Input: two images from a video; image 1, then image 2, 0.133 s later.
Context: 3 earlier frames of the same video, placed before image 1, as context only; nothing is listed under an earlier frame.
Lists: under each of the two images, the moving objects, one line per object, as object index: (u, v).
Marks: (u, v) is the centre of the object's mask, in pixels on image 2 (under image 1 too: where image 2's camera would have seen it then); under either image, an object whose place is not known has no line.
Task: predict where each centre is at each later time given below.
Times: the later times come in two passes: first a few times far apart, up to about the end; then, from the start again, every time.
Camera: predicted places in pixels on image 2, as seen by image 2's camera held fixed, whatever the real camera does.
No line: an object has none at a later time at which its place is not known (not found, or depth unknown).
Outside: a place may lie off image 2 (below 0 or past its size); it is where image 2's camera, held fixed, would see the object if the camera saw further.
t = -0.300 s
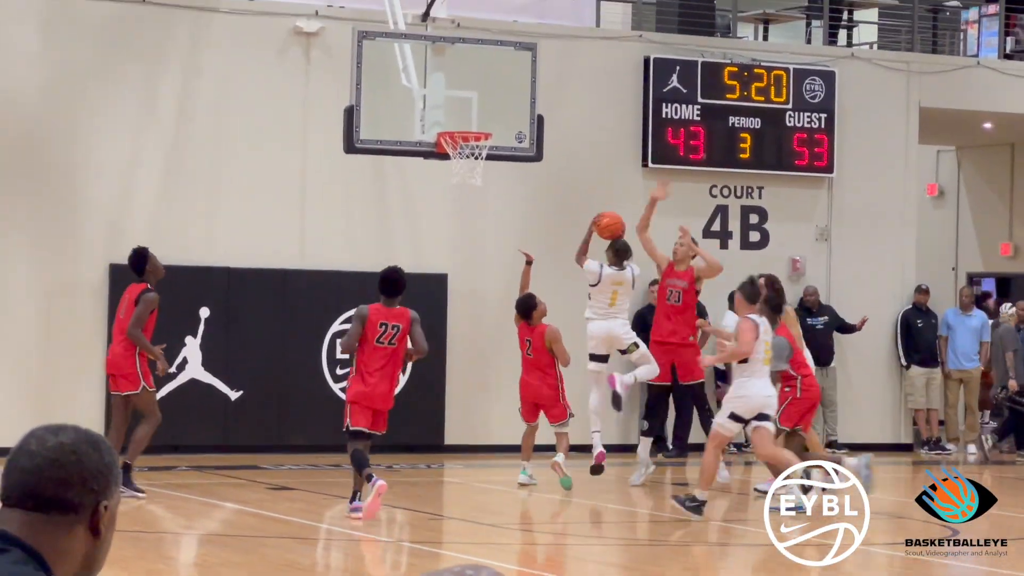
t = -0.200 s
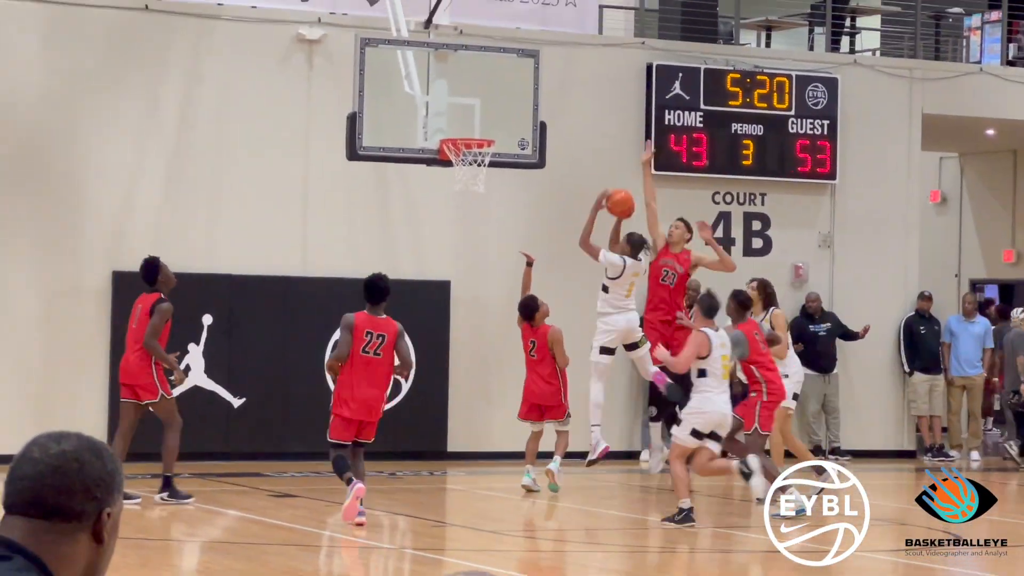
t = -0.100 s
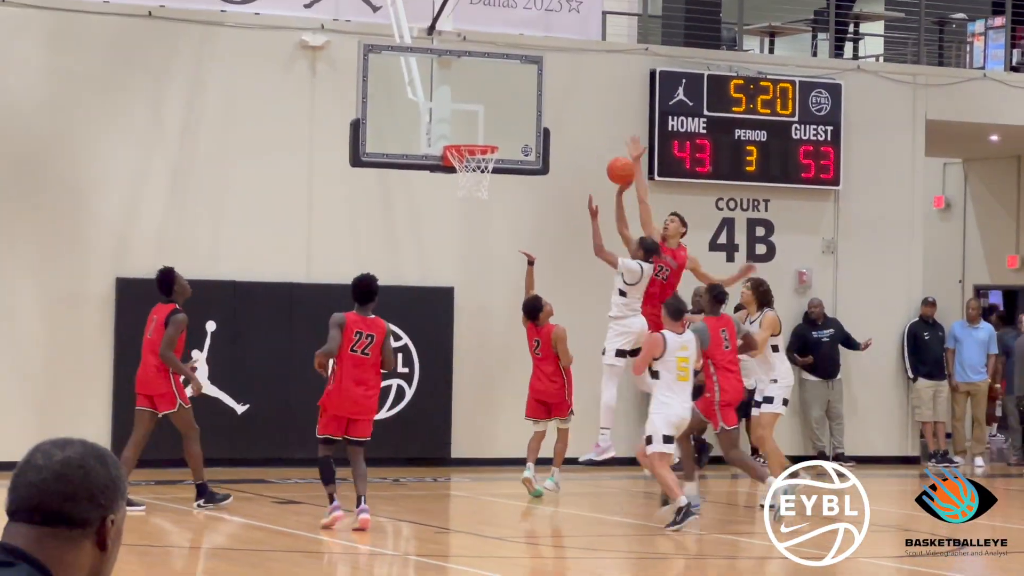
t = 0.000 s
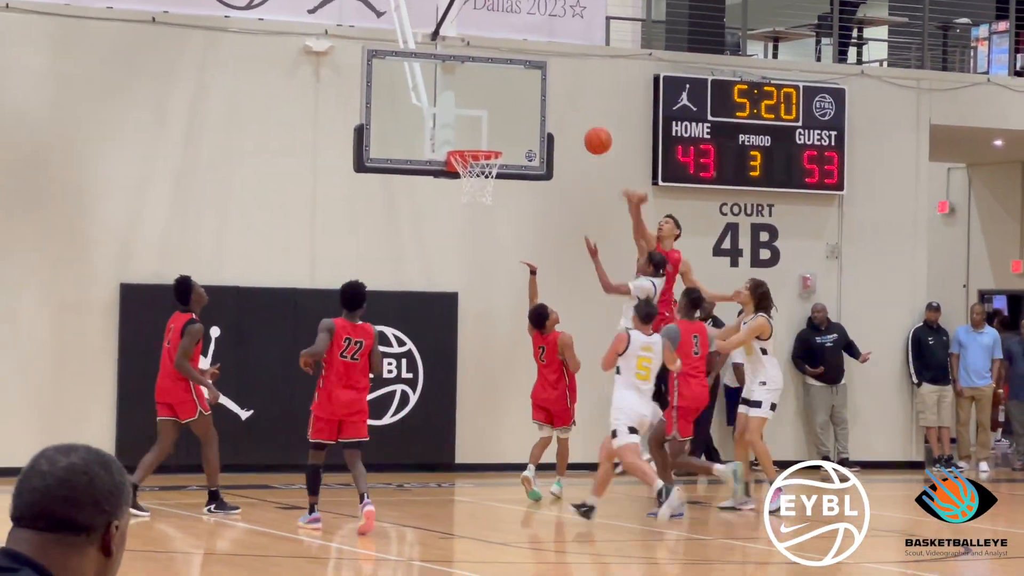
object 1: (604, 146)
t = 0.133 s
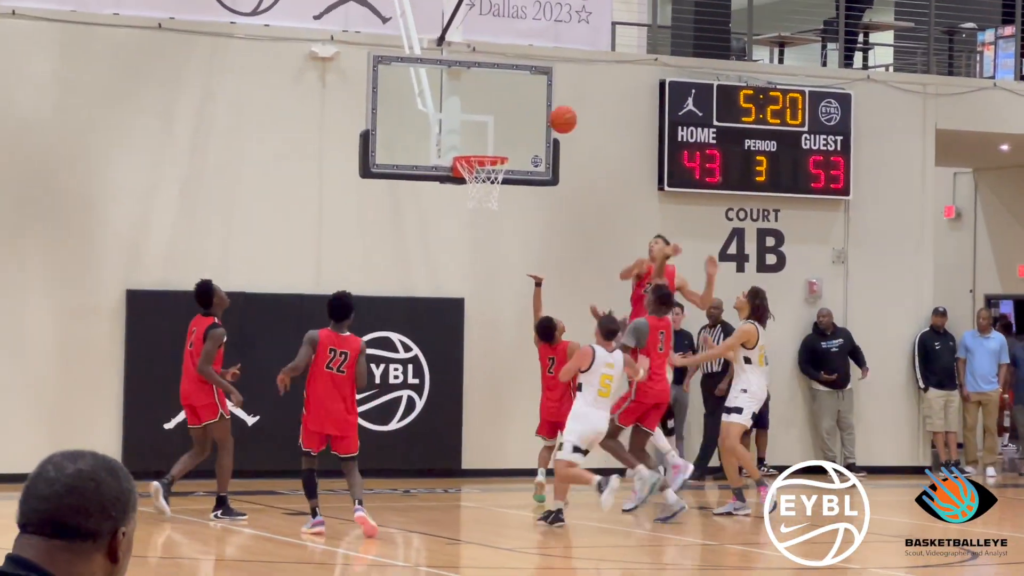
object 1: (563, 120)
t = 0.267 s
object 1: (522, 113)
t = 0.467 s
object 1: (461, 140)
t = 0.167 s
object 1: (552, 116)
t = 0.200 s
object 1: (542, 114)
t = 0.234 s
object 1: (532, 113)
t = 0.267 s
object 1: (522, 113)
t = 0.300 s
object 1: (512, 114)
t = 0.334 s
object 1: (502, 117)
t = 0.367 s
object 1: (491, 121)
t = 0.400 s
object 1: (481, 126)
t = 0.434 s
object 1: (471, 133)
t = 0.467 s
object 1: (461, 140)
